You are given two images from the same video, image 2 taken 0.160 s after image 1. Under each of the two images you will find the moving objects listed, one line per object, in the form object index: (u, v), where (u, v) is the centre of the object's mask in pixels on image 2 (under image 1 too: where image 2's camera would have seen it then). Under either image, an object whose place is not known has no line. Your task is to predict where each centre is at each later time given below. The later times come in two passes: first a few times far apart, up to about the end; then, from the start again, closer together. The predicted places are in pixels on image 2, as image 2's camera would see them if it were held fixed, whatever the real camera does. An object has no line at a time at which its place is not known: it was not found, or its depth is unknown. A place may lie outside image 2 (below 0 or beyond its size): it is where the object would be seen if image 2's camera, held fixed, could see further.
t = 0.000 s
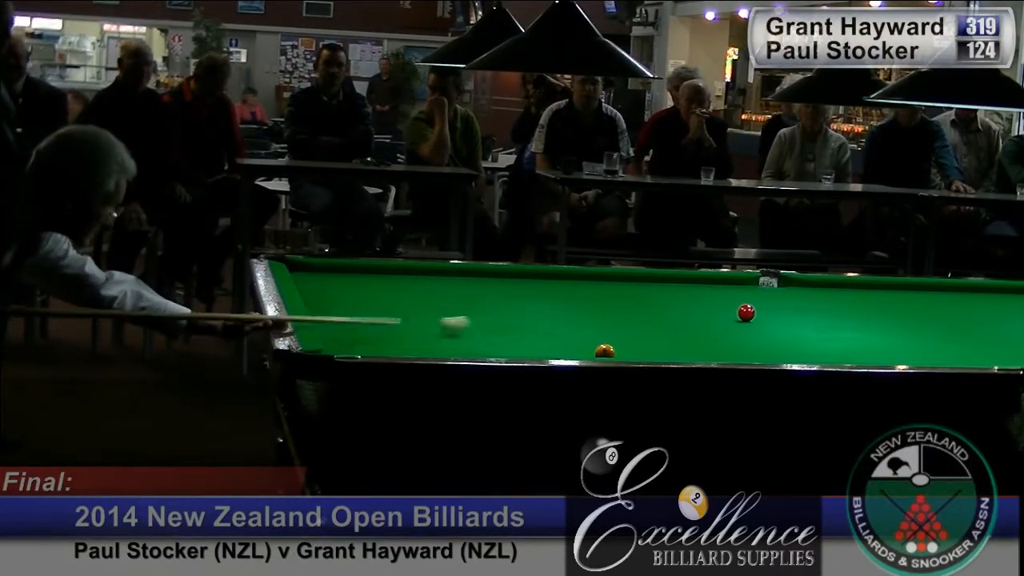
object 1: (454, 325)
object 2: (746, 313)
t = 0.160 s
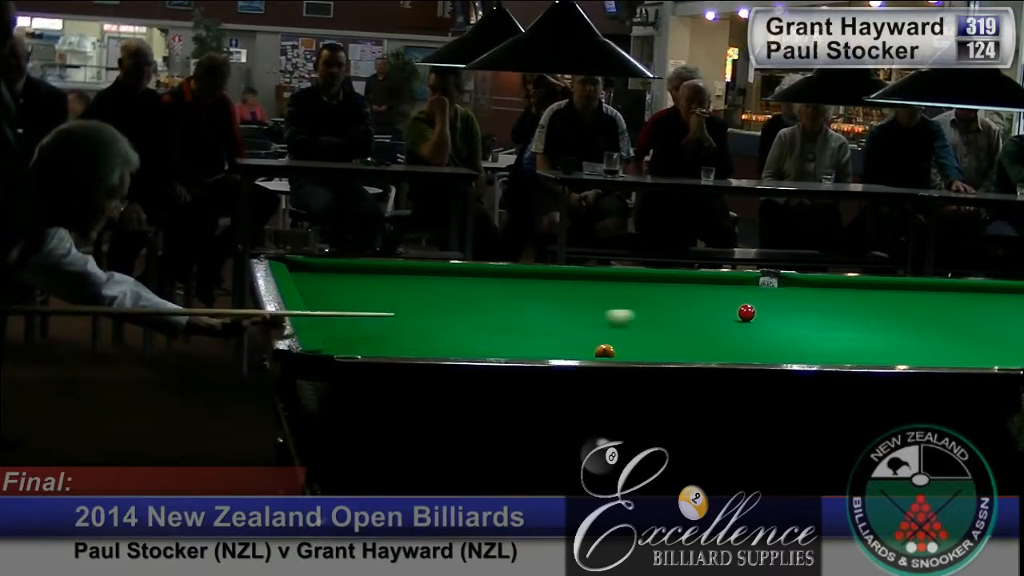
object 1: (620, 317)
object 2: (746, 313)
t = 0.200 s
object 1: (657, 315)
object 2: (746, 313)
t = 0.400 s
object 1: (721, 304)
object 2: (848, 315)
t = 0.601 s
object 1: (729, 292)
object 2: (993, 320)
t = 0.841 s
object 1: (756, 280)
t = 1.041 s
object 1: (809, 281)
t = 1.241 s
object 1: (856, 285)
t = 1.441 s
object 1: (902, 289)
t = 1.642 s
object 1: (947, 293)
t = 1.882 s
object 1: (1000, 297)
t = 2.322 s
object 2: (1019, 324)
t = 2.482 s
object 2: (969, 322)
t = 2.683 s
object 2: (902, 321)
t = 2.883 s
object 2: (834, 319)
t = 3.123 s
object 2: (751, 316)
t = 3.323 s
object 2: (685, 314)
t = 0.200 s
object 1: (657, 315)
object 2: (746, 313)
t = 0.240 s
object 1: (693, 313)
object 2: (746, 313)
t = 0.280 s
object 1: (726, 312)
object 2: (746, 313)
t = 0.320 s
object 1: (726, 310)
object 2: (779, 313)
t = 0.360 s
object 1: (724, 307)
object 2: (815, 315)
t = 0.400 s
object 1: (721, 304)
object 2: (848, 315)
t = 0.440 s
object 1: (721, 302)
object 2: (880, 316)
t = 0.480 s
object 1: (721, 299)
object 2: (910, 317)
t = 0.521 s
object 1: (723, 297)
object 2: (940, 318)
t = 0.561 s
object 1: (725, 295)
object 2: (967, 319)
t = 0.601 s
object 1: (729, 292)
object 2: (993, 320)
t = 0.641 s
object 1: (733, 290)
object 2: (1016, 321)
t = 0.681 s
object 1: (738, 288)
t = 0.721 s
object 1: (743, 286)
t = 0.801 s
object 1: (751, 282)
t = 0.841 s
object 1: (756, 280)
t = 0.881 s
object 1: (766, 280)
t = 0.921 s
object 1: (778, 280)
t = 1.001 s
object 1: (799, 281)
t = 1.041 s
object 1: (809, 281)
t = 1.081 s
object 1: (819, 282)
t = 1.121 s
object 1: (828, 283)
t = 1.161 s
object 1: (837, 284)
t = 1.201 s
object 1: (846, 285)
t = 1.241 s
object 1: (856, 285)
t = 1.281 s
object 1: (865, 286)
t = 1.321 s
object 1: (874, 287)
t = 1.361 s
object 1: (883, 288)
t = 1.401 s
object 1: (893, 288)
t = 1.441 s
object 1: (902, 289)
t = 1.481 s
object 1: (911, 289)
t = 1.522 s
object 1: (920, 291)
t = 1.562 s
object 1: (929, 291)
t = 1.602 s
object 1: (938, 292)
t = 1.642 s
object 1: (947, 293)
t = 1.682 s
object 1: (956, 293)
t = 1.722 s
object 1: (964, 294)
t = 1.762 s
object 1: (973, 295)
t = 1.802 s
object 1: (982, 296)
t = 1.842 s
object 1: (991, 296)
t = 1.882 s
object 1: (1000, 297)
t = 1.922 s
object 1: (1009, 298)
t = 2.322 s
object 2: (1019, 324)
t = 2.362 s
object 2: (1010, 324)
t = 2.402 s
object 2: (997, 323)
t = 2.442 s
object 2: (983, 323)
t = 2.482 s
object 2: (969, 322)
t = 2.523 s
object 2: (956, 322)
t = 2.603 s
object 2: (929, 321)
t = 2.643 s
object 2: (915, 321)
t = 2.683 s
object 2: (902, 321)
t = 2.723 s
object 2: (888, 320)
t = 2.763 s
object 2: (874, 320)
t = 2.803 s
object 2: (860, 319)
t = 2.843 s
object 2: (847, 319)
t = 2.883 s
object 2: (834, 319)
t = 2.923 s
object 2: (821, 318)
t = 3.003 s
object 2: (792, 317)
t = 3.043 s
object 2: (778, 317)
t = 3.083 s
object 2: (764, 316)
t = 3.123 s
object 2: (751, 316)
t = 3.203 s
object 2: (724, 315)
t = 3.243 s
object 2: (711, 314)
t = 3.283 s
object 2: (697, 314)
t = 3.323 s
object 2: (685, 314)
